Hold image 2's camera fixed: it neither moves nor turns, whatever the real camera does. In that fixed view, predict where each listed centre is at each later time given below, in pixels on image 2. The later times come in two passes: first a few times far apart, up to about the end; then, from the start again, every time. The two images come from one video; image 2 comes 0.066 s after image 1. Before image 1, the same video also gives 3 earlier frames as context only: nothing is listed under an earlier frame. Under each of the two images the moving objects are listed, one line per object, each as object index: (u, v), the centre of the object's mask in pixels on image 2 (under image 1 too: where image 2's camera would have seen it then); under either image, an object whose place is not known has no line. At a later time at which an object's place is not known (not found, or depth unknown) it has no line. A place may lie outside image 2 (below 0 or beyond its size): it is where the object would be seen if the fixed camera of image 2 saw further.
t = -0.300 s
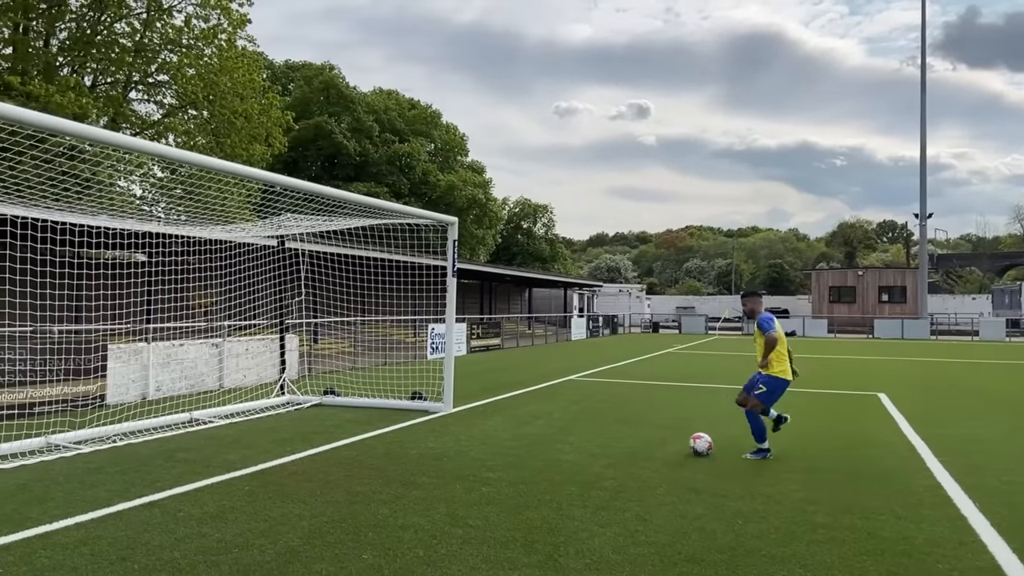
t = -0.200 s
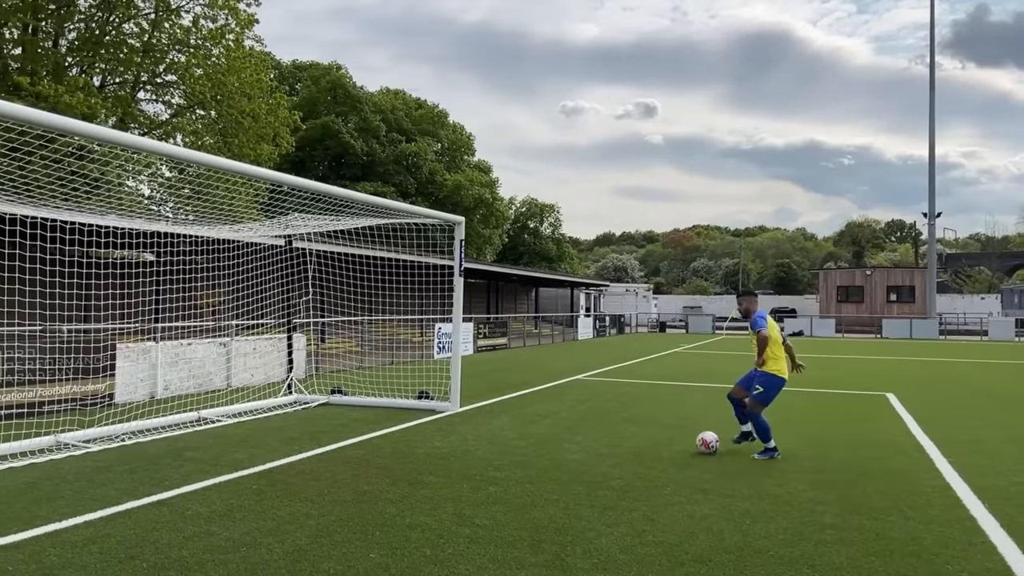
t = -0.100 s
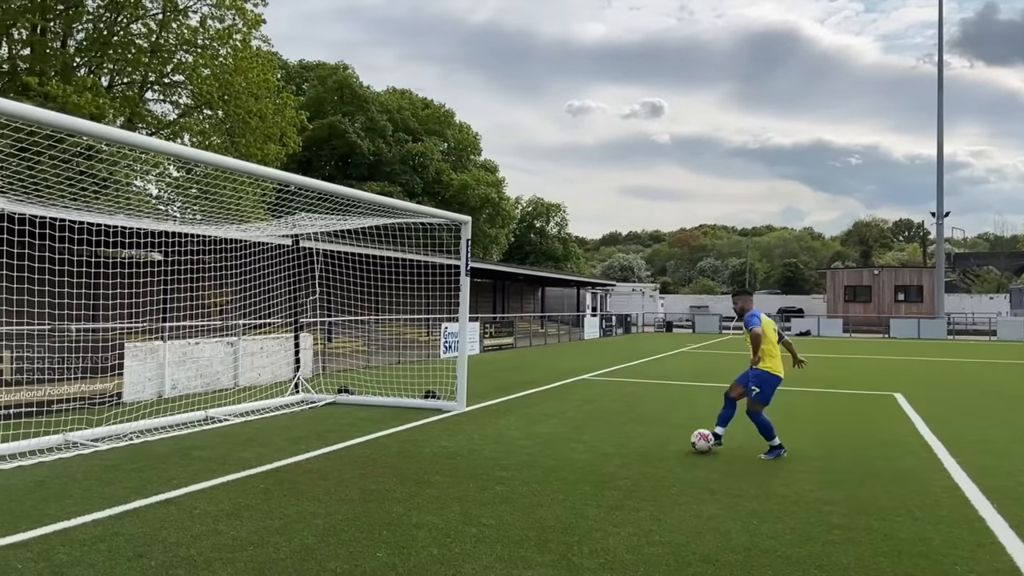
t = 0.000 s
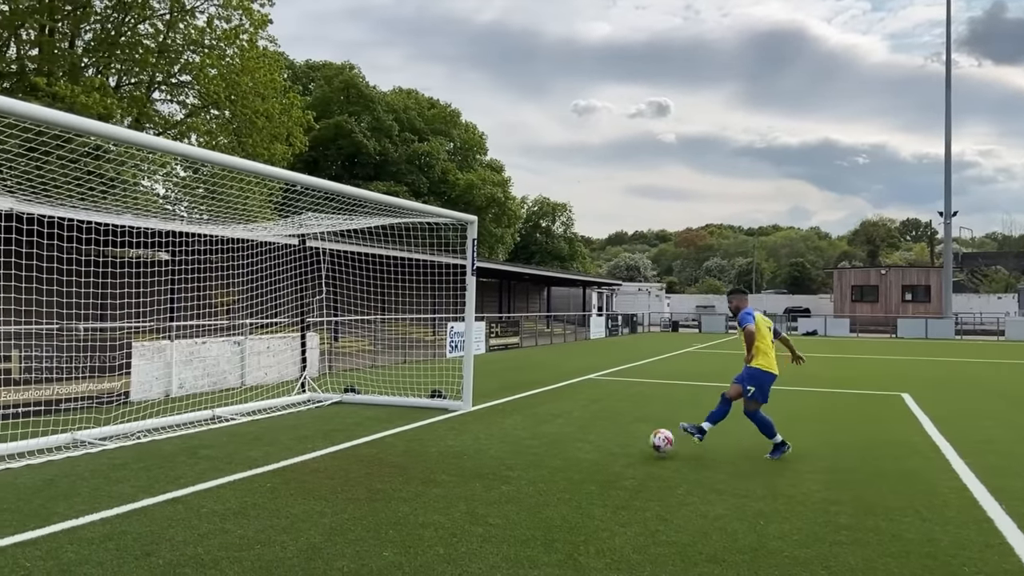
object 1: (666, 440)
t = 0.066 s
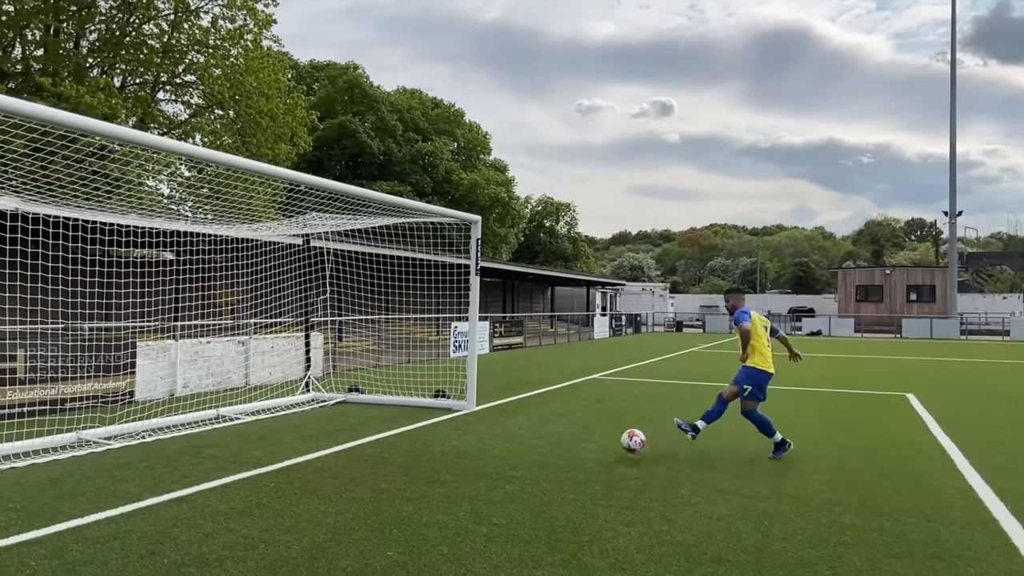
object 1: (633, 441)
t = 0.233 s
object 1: (547, 443)
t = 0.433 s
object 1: (430, 450)
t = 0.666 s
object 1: (268, 466)
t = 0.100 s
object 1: (617, 441)
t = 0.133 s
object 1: (600, 441)
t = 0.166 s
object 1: (583, 442)
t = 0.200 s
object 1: (565, 442)
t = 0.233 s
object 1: (547, 443)
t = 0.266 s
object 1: (528, 444)
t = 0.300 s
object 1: (510, 444)
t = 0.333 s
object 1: (490, 446)
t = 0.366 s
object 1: (471, 447)
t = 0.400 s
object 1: (451, 449)
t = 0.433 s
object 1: (430, 450)
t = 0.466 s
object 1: (408, 452)
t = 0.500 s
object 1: (387, 453)
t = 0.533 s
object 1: (364, 456)
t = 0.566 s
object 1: (341, 458)
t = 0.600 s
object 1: (318, 460)
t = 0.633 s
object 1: (293, 463)
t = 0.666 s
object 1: (268, 466)
